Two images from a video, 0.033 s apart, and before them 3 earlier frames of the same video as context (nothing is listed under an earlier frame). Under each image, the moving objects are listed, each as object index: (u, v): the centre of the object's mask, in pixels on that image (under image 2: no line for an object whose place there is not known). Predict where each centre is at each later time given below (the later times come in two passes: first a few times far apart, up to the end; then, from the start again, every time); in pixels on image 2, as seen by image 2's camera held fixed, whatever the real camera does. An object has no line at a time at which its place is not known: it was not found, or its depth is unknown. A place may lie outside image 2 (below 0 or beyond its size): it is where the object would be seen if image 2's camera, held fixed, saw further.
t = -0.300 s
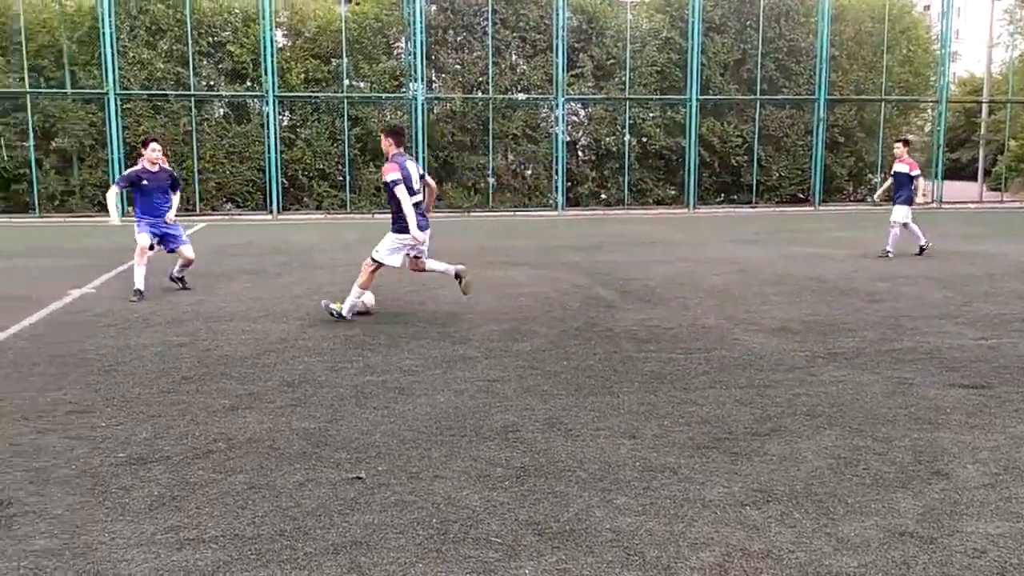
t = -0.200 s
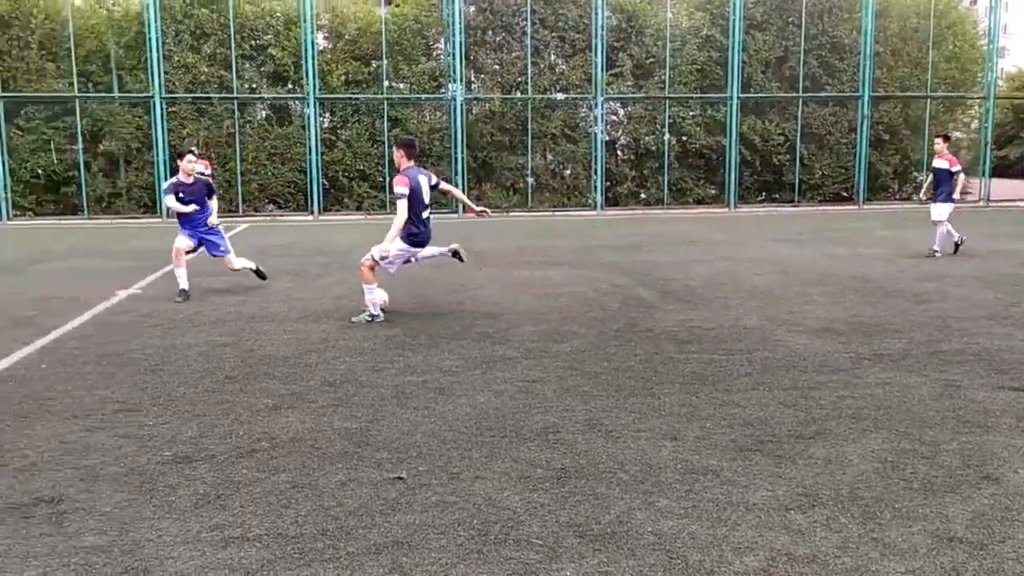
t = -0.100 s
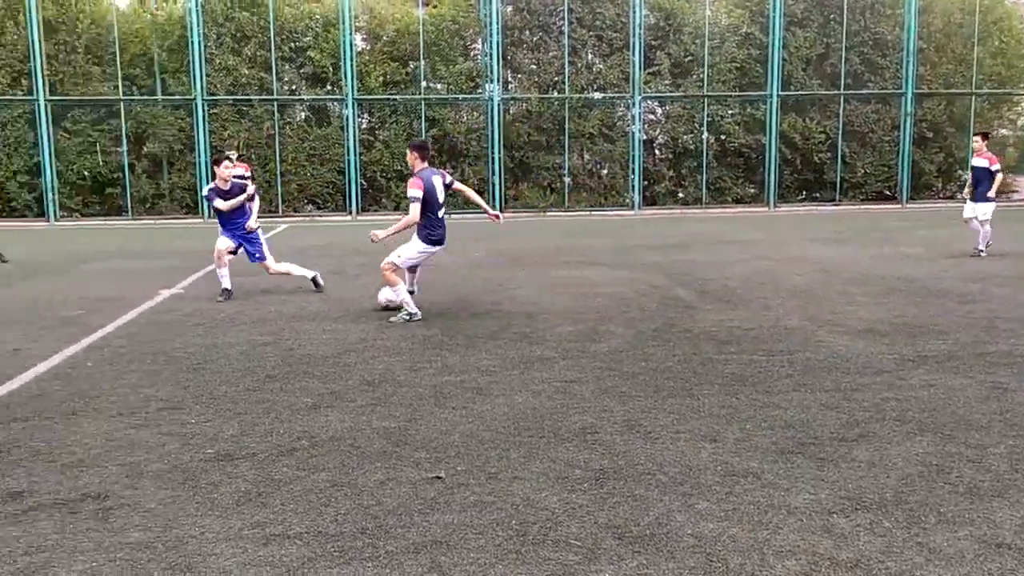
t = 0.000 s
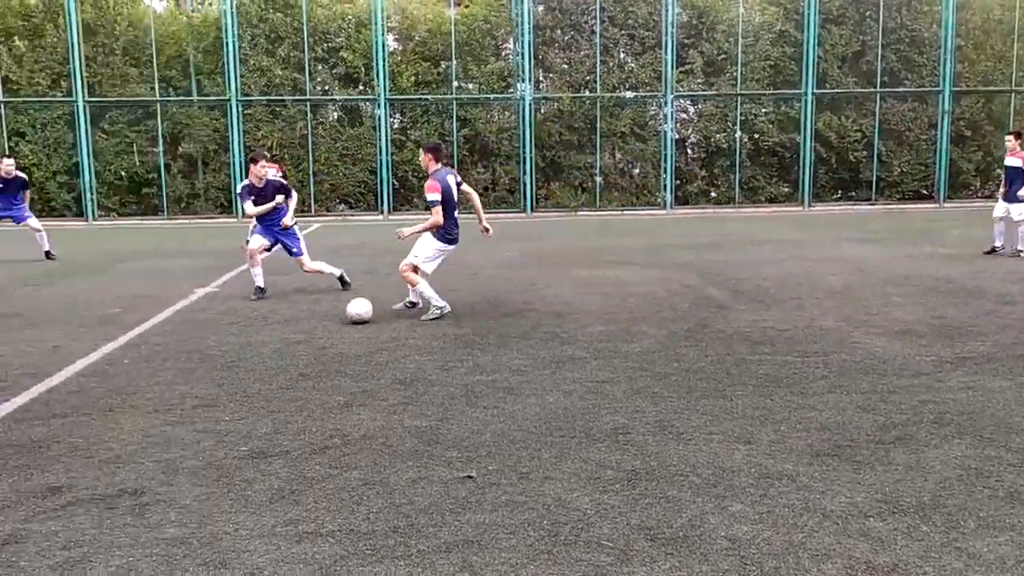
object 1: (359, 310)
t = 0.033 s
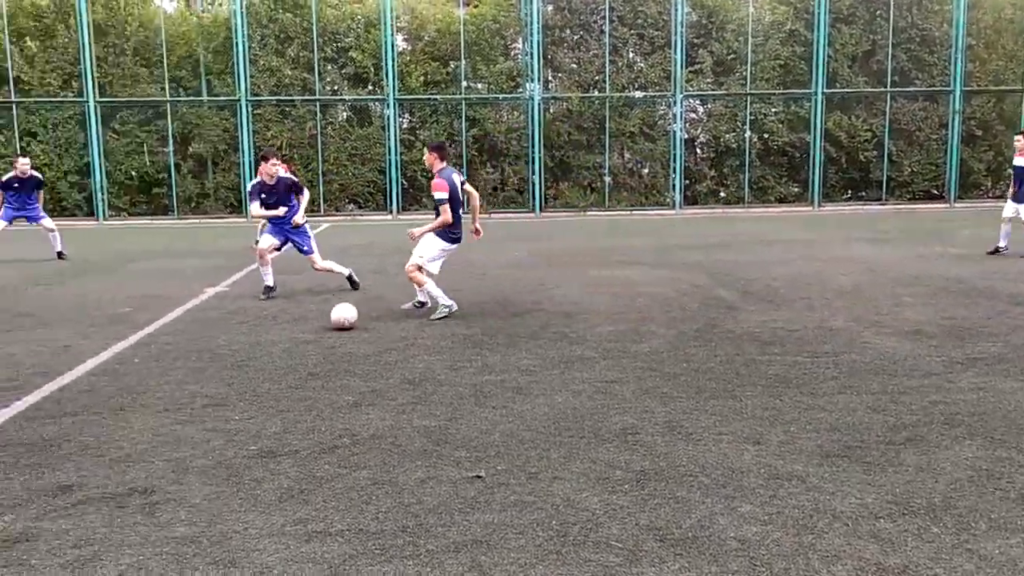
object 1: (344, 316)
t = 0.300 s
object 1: (106, 370)
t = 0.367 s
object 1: (33, 388)
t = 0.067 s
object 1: (318, 323)
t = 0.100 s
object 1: (292, 327)
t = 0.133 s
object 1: (265, 333)
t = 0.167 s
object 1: (236, 341)
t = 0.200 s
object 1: (206, 348)
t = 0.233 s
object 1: (173, 355)
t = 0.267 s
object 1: (140, 363)
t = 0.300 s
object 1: (106, 370)
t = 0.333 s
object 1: (71, 378)
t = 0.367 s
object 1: (33, 388)
